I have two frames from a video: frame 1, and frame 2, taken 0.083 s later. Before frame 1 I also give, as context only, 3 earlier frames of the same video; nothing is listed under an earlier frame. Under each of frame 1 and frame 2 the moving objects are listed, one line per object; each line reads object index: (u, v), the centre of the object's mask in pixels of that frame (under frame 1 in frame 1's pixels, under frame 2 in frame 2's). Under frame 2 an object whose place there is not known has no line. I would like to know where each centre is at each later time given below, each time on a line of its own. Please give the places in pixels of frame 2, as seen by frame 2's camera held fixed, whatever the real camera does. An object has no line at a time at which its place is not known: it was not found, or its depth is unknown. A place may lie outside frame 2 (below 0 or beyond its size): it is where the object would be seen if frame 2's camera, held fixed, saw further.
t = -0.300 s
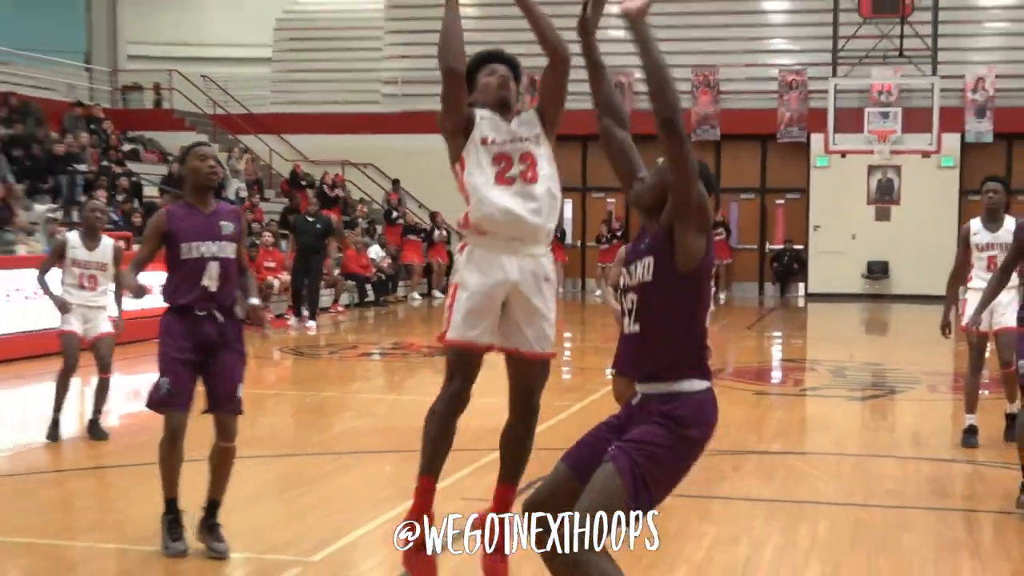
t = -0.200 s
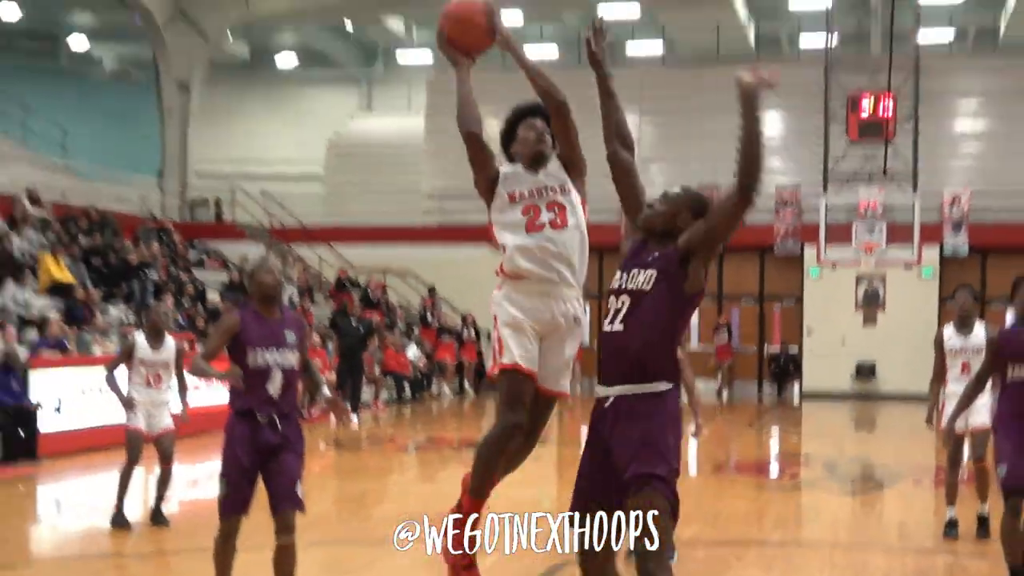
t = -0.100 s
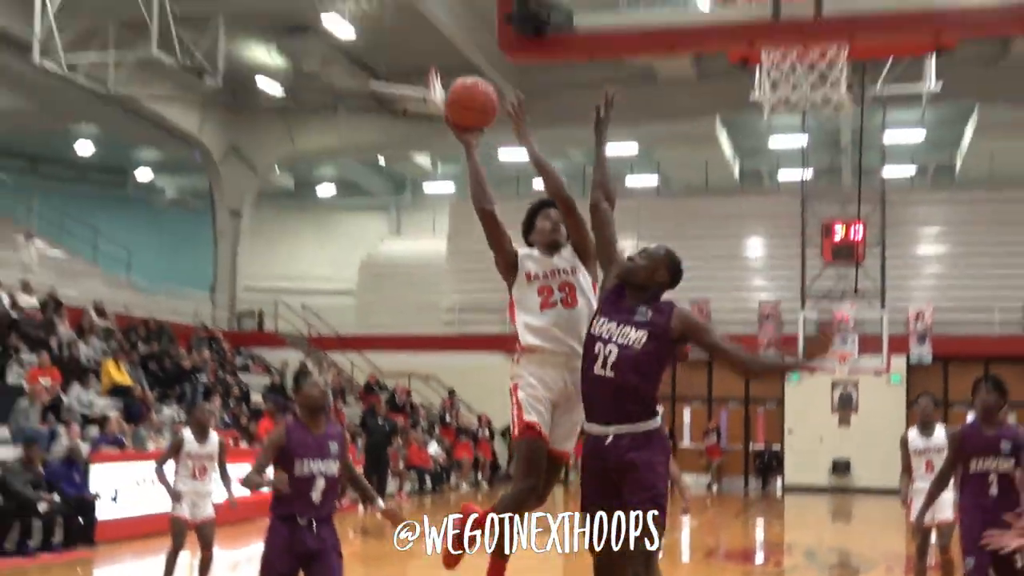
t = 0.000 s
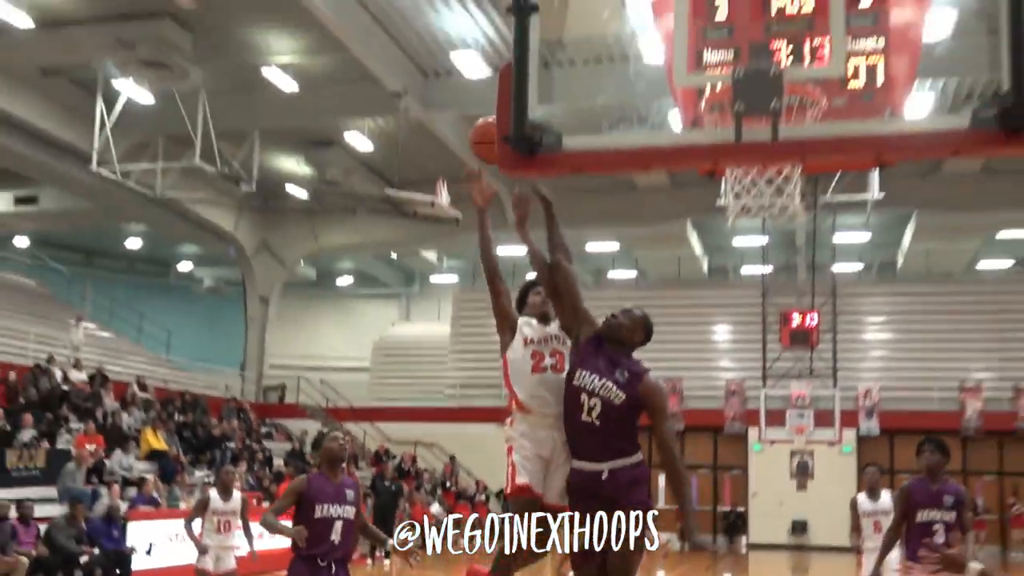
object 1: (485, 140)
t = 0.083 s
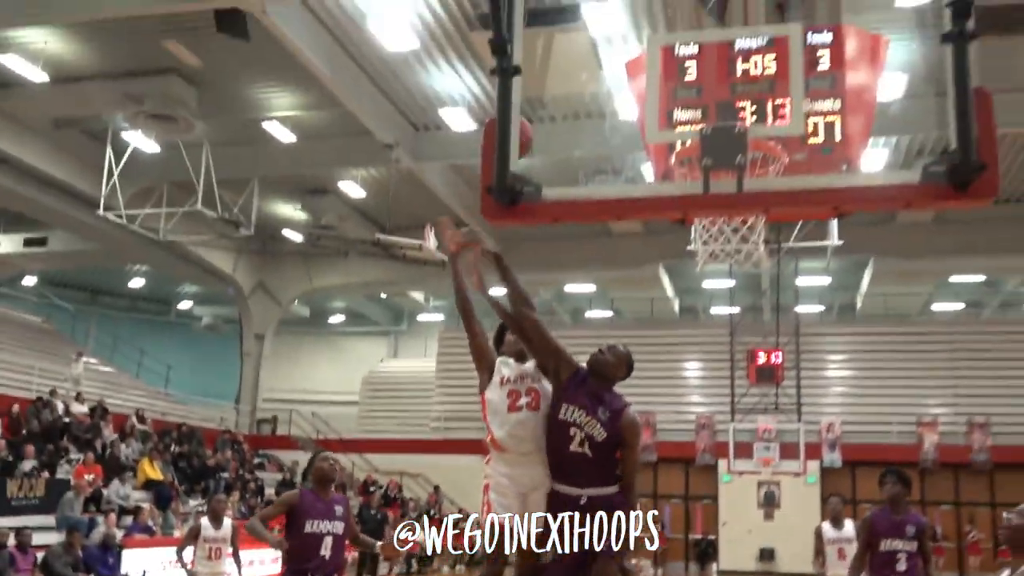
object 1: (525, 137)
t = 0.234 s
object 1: (567, 65)
